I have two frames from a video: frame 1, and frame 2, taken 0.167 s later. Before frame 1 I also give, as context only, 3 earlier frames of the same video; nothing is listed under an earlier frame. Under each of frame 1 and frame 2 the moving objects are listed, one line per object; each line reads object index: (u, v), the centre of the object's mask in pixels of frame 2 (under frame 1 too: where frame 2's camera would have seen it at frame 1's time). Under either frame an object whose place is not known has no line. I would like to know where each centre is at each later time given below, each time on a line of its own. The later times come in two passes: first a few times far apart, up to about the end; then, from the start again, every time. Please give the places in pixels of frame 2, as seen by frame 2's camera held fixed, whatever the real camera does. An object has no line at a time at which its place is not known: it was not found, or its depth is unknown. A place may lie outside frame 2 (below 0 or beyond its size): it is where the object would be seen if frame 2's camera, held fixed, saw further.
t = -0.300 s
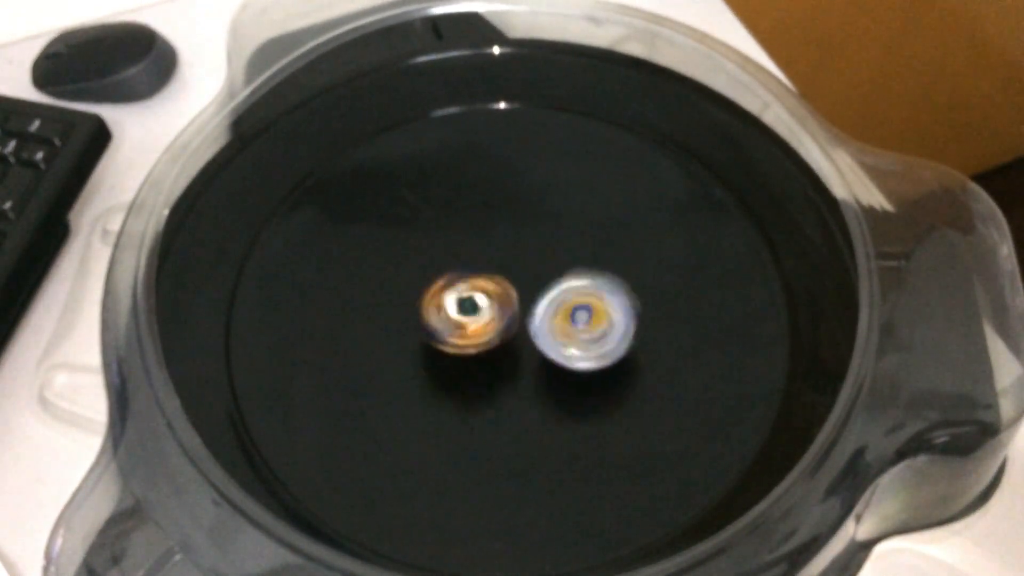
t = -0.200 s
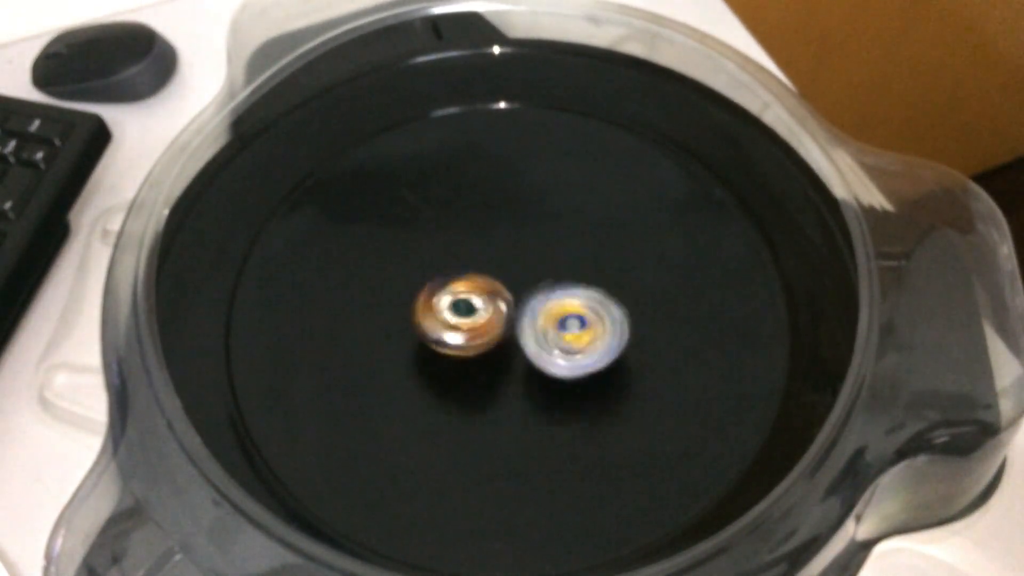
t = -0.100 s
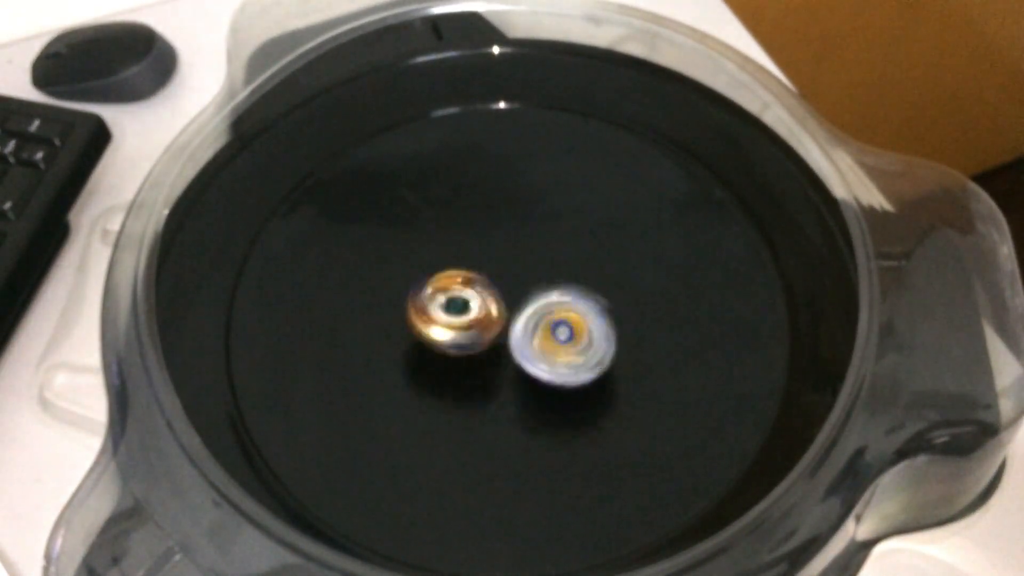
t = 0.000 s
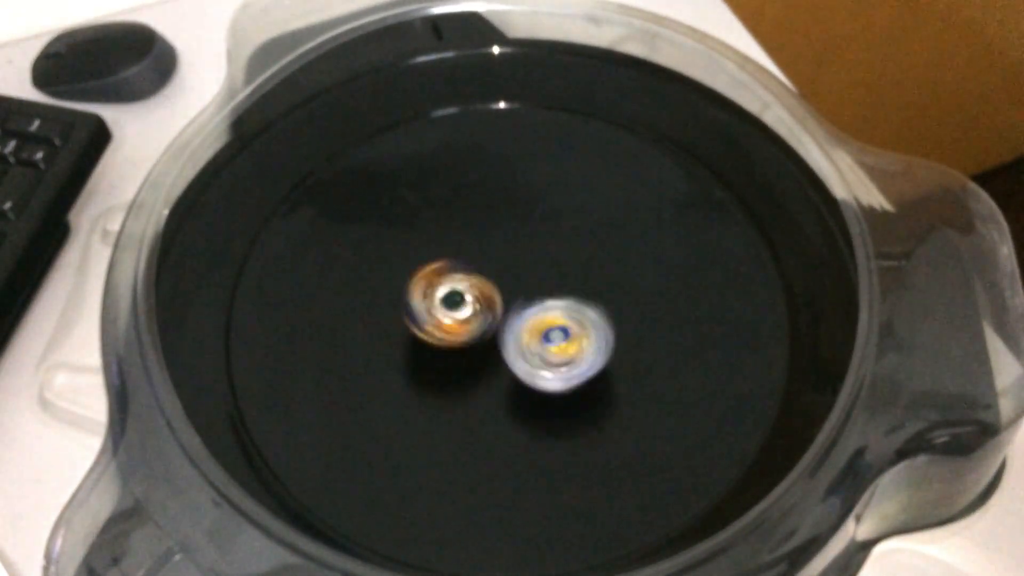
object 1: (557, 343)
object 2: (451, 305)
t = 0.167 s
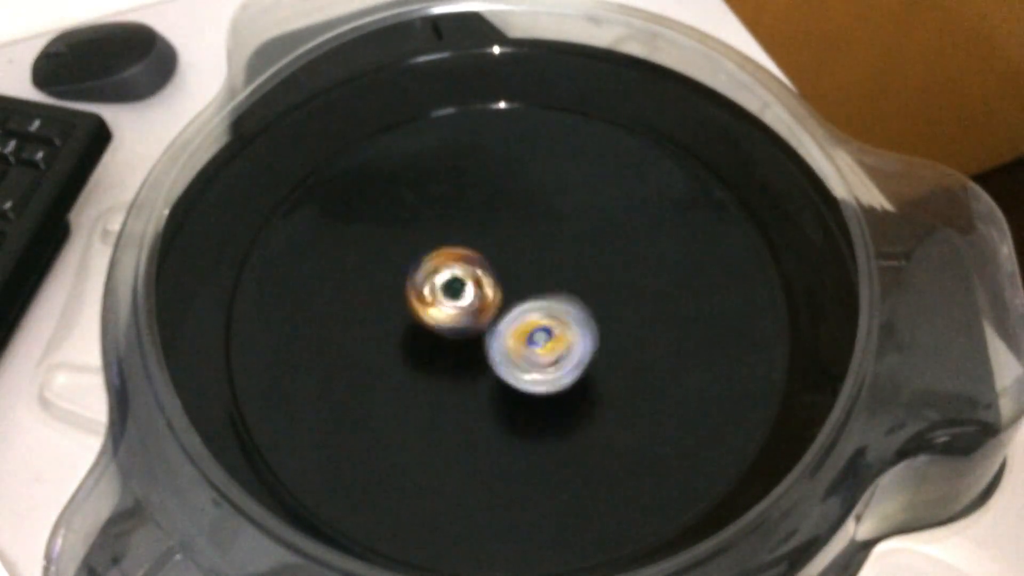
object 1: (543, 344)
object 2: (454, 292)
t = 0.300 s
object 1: (534, 344)
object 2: (458, 283)
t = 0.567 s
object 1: (524, 359)
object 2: (476, 279)
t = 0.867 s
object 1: (540, 376)
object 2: (481, 285)
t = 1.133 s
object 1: (558, 365)
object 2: (436, 270)
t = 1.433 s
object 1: (547, 332)
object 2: (419, 242)
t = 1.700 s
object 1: (508, 326)
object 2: (455, 252)
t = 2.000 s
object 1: (534, 364)
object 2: (465, 251)
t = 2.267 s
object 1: (528, 338)
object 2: (463, 273)
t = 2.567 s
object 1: (509, 324)
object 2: (463, 244)
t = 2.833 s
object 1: (531, 359)
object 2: (458, 217)
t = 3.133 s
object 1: (520, 348)
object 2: (463, 256)
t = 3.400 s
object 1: (515, 341)
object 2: (422, 277)
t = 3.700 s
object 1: (513, 324)
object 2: (432, 270)
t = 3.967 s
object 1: (518, 327)
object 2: (445, 259)
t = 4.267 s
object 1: (518, 327)
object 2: (456, 257)
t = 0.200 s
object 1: (539, 345)
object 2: (454, 289)
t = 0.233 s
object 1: (535, 343)
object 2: (456, 287)
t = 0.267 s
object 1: (534, 343)
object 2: (457, 285)
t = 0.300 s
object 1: (534, 344)
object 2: (458, 283)
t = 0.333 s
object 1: (534, 346)
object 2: (462, 281)
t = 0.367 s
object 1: (529, 349)
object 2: (465, 280)
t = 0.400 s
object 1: (526, 350)
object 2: (467, 277)
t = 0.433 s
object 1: (526, 351)
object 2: (468, 275)
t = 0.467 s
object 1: (528, 354)
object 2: (471, 276)
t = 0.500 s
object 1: (525, 356)
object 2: (473, 277)
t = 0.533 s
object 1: (523, 359)
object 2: (476, 279)
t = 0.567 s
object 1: (524, 359)
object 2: (476, 279)
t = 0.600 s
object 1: (530, 365)
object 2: (475, 275)
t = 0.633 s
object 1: (532, 370)
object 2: (475, 274)
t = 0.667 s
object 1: (532, 372)
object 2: (477, 273)
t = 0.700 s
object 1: (533, 373)
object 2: (479, 274)
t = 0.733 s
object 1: (539, 376)
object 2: (481, 275)
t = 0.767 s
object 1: (540, 380)
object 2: (481, 278)
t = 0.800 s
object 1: (540, 381)
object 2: (480, 281)
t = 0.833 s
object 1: (540, 378)
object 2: (480, 284)
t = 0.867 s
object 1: (540, 376)
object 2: (481, 285)
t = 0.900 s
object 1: (539, 377)
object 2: (483, 287)
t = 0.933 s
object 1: (535, 373)
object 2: (483, 290)
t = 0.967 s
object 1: (534, 369)
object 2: (481, 291)
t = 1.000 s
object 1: (537, 367)
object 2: (479, 293)
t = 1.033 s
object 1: (539, 368)
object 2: (470, 289)
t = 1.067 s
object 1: (548, 366)
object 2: (457, 281)
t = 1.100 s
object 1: (557, 367)
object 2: (445, 275)
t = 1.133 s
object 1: (558, 365)
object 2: (436, 270)
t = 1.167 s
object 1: (561, 362)
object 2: (429, 267)
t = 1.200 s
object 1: (563, 361)
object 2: (422, 262)
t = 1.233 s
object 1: (561, 357)
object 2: (418, 257)
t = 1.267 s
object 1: (565, 351)
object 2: (414, 253)
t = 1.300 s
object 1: (561, 349)
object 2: (412, 249)
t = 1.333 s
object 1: (558, 342)
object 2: (412, 246)
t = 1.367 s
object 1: (557, 339)
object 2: (413, 244)
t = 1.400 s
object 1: (549, 337)
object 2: (416, 243)
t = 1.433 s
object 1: (547, 332)
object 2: (419, 242)
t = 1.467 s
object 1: (543, 331)
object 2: (422, 242)
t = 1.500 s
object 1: (534, 326)
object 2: (425, 242)
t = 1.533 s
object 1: (529, 323)
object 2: (430, 243)
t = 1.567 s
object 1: (523, 324)
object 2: (436, 247)
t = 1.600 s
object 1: (515, 321)
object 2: (444, 249)
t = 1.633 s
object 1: (510, 321)
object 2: (449, 251)
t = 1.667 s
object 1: (507, 326)
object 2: (454, 251)
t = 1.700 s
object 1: (508, 326)
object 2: (455, 252)
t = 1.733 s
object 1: (512, 331)
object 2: (456, 253)
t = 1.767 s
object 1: (513, 340)
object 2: (457, 247)
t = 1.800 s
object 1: (522, 351)
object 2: (457, 244)
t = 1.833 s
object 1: (521, 355)
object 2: (457, 242)
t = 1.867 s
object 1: (528, 361)
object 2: (459, 243)
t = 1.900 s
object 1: (529, 365)
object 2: (460, 246)
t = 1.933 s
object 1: (533, 365)
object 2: (461, 247)
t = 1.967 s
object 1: (534, 367)
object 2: (463, 248)
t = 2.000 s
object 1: (534, 364)
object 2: (465, 251)
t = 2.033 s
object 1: (535, 362)
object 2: (465, 255)
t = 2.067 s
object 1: (533, 359)
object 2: (468, 258)
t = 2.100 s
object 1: (532, 356)
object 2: (470, 261)
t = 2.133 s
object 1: (528, 353)
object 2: (470, 268)
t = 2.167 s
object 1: (531, 346)
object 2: (471, 273)
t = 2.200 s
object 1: (525, 345)
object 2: (468, 275)
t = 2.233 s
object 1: (528, 340)
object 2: (467, 277)
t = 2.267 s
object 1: (528, 338)
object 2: (463, 273)
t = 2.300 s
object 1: (528, 339)
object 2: (461, 268)
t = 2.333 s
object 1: (526, 341)
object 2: (460, 262)
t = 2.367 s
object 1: (528, 342)
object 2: (458, 259)
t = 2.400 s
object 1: (527, 338)
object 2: (455, 254)
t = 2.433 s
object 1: (524, 333)
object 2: (458, 253)
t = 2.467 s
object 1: (518, 332)
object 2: (459, 249)
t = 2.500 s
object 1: (516, 334)
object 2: (460, 248)
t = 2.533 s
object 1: (516, 329)
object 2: (461, 245)
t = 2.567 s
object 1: (509, 324)
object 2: (463, 244)
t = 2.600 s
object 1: (507, 319)
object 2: (467, 245)
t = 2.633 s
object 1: (505, 320)
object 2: (466, 242)
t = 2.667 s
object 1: (509, 329)
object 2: (464, 233)
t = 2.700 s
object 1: (517, 339)
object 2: (461, 226)
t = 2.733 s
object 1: (524, 345)
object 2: (460, 223)
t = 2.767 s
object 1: (527, 347)
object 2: (460, 219)
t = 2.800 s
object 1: (528, 353)
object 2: (459, 218)
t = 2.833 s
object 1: (531, 359)
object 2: (458, 217)
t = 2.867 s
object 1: (535, 362)
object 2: (459, 217)
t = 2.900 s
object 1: (533, 360)
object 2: (461, 218)
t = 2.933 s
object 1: (531, 360)
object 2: (463, 221)
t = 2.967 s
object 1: (527, 360)
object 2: (466, 224)
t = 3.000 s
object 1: (526, 360)
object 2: (465, 230)
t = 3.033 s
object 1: (525, 359)
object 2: (466, 236)
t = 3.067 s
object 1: (524, 357)
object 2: (465, 244)
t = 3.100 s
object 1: (522, 353)
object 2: (464, 248)
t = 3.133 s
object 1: (520, 348)
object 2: (463, 256)
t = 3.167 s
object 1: (518, 343)
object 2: (460, 261)
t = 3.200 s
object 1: (516, 339)
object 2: (456, 267)
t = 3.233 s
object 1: (515, 335)
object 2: (452, 273)
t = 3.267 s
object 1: (515, 332)
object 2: (447, 280)
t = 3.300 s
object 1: (513, 331)
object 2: (441, 283)
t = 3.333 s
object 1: (514, 333)
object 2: (435, 284)
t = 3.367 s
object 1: (516, 337)
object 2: (427, 279)
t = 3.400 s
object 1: (515, 341)
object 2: (422, 277)
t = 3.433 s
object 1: (515, 343)
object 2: (418, 274)
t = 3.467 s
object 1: (514, 344)
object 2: (418, 271)
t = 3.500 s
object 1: (514, 344)
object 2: (420, 270)
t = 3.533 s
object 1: (515, 343)
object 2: (422, 269)
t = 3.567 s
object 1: (515, 341)
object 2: (424, 269)
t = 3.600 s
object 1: (515, 339)
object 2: (428, 270)
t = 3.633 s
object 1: (515, 335)
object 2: (428, 270)
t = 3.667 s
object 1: (514, 330)
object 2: (429, 269)
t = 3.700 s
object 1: (513, 324)
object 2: (432, 270)
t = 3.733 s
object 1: (512, 321)
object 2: (436, 271)
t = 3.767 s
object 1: (513, 320)
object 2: (439, 269)
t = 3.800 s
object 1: (515, 323)
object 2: (438, 266)
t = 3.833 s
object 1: (517, 326)
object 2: (436, 263)
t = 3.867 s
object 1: (518, 326)
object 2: (438, 261)
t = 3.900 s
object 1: (518, 327)
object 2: (441, 260)
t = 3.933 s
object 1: (518, 326)
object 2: (443, 260)
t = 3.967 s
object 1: (518, 327)
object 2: (445, 259)
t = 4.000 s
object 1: (518, 326)
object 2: (446, 259)
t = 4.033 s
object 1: (518, 327)
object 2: (447, 259)
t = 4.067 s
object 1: (518, 327)
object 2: (448, 258)
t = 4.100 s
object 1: (518, 326)
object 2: (449, 258)
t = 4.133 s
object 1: (518, 326)
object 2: (450, 258)
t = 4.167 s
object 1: (518, 326)
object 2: (451, 257)
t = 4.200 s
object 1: (517, 325)
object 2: (452, 257)
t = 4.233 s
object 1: (518, 327)
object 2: (454, 257)
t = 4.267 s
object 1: (518, 327)
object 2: (456, 257)
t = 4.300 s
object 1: (518, 327)
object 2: (458, 257)
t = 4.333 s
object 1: (518, 326)
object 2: (461, 257)
